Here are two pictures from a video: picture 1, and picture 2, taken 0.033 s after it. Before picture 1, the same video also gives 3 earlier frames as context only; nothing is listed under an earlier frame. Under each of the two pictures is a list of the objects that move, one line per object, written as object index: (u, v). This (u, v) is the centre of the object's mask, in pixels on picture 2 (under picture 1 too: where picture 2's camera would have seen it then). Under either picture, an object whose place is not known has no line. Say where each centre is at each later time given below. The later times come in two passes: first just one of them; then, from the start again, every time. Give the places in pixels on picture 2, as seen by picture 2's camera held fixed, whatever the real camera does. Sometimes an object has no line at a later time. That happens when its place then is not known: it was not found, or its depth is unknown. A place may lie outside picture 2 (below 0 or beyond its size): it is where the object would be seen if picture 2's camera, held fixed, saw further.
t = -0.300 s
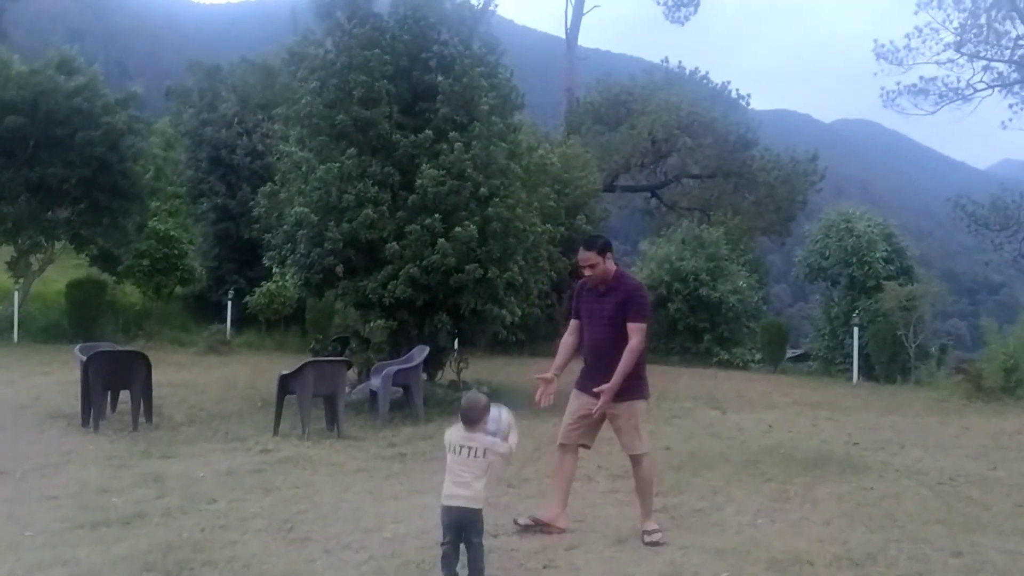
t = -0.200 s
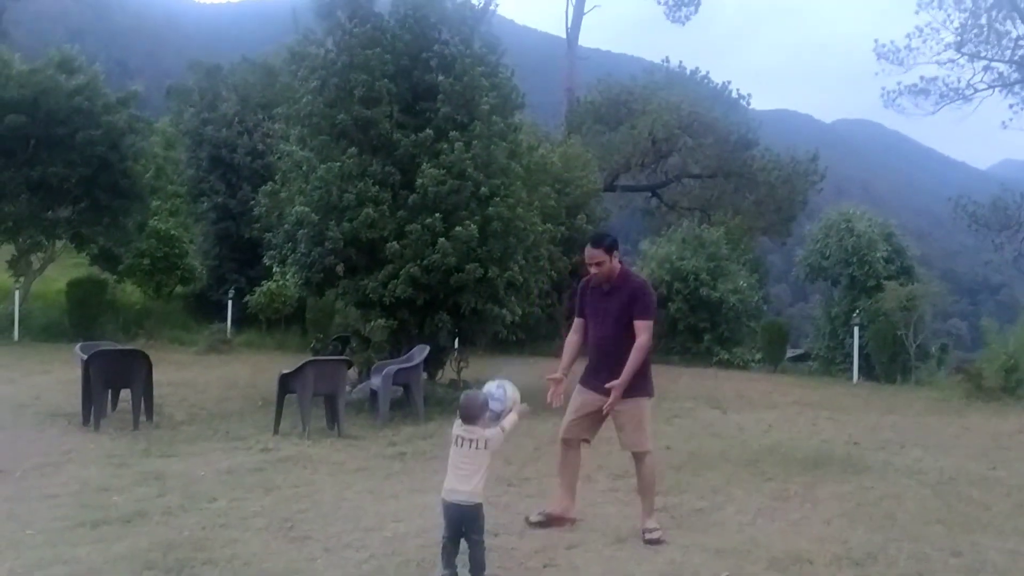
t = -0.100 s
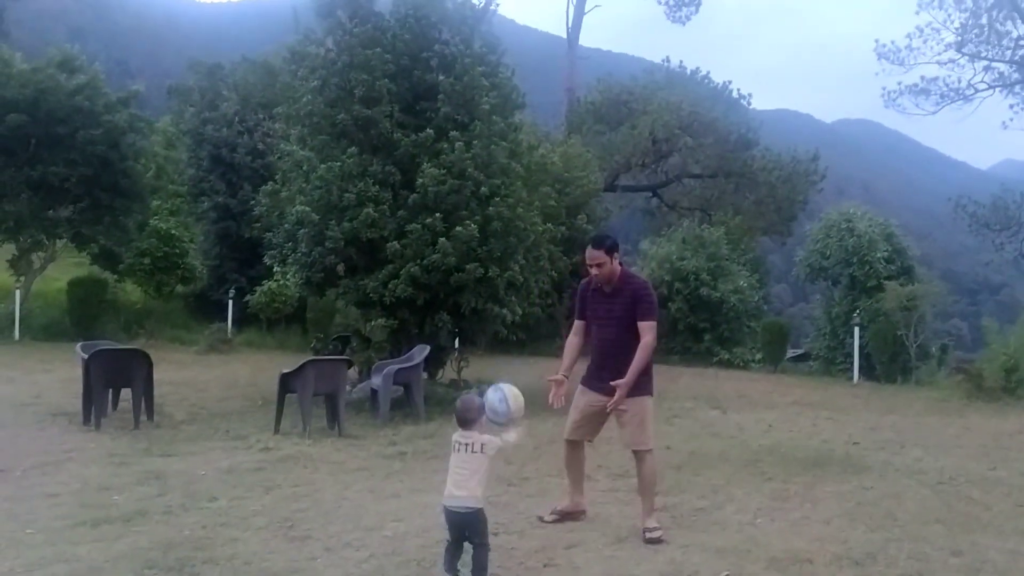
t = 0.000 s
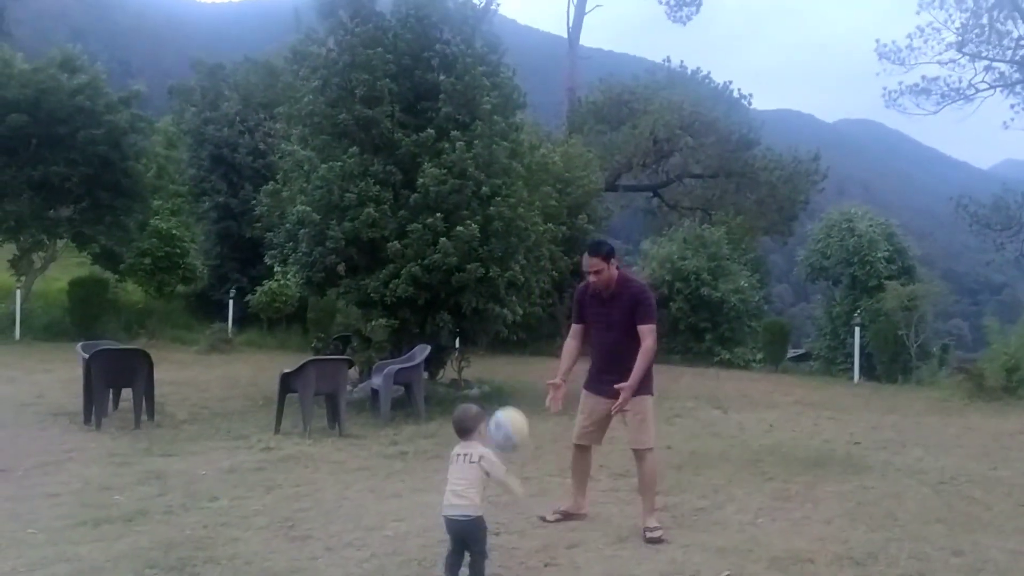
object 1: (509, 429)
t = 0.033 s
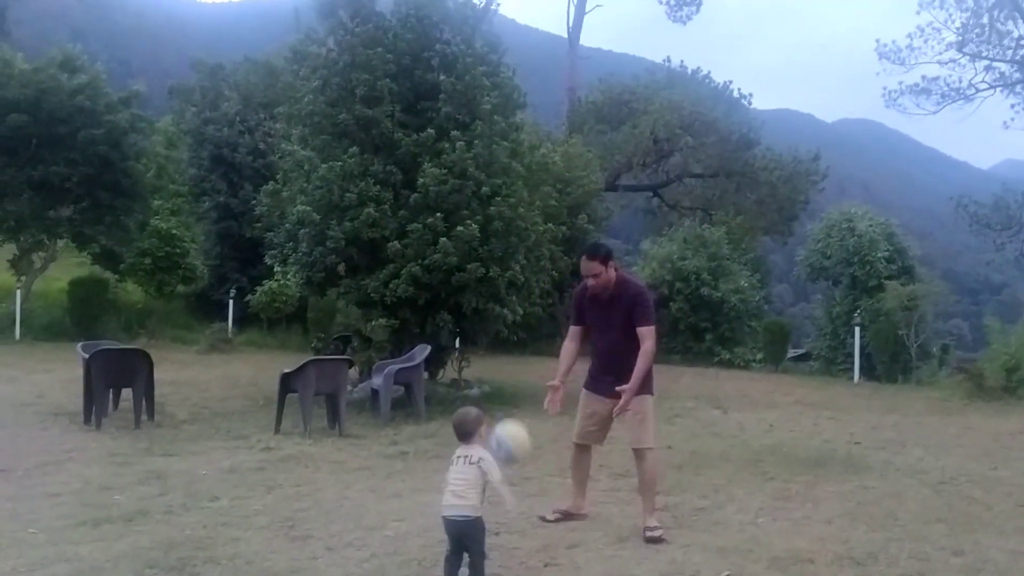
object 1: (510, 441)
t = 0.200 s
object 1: (517, 541)
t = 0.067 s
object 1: (512, 456)
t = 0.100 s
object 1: (514, 473)
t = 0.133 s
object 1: (515, 492)
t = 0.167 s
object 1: (516, 512)
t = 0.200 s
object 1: (517, 541)
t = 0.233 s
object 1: (517, 540)
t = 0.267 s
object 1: (517, 520)
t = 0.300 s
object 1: (516, 507)
